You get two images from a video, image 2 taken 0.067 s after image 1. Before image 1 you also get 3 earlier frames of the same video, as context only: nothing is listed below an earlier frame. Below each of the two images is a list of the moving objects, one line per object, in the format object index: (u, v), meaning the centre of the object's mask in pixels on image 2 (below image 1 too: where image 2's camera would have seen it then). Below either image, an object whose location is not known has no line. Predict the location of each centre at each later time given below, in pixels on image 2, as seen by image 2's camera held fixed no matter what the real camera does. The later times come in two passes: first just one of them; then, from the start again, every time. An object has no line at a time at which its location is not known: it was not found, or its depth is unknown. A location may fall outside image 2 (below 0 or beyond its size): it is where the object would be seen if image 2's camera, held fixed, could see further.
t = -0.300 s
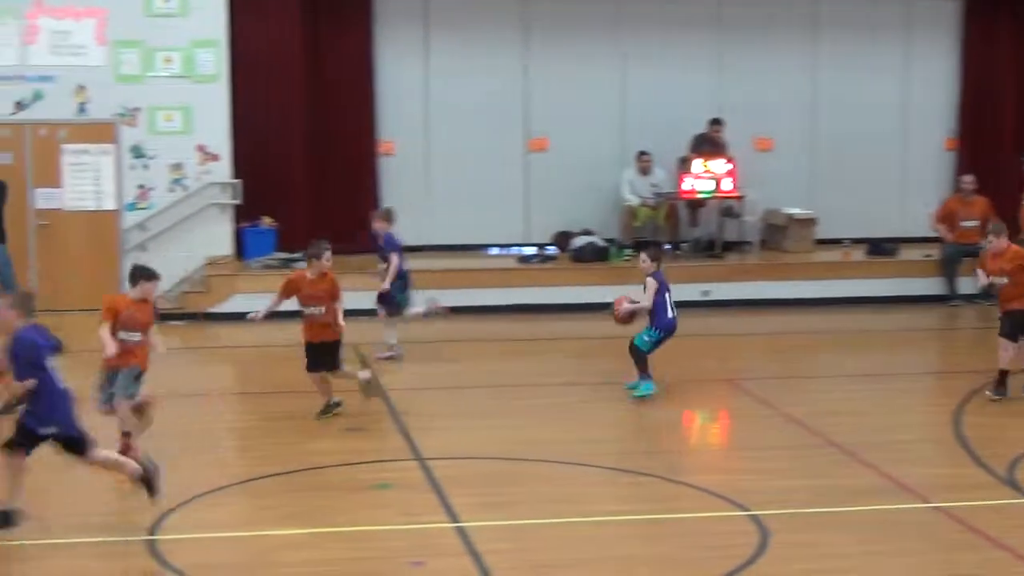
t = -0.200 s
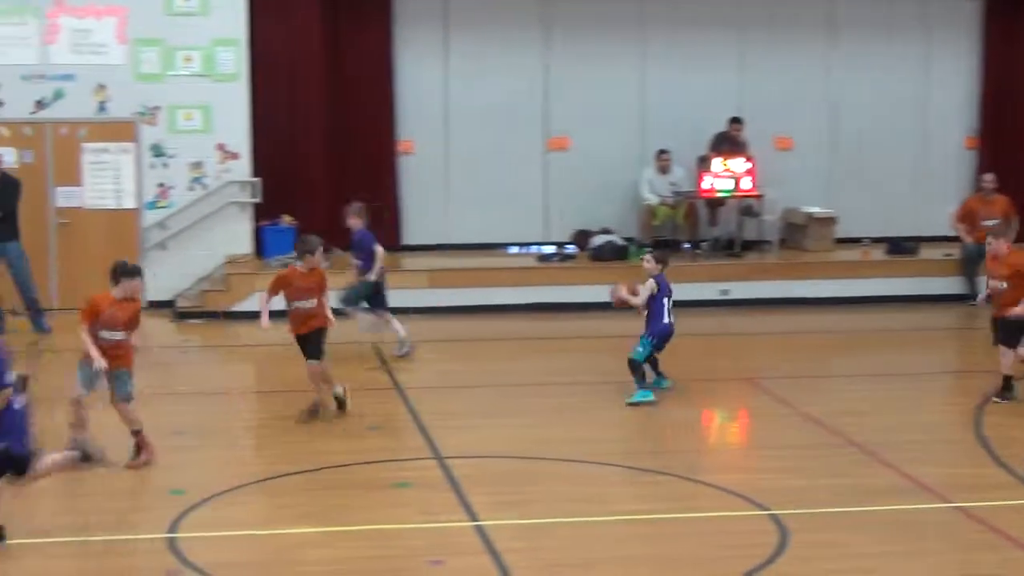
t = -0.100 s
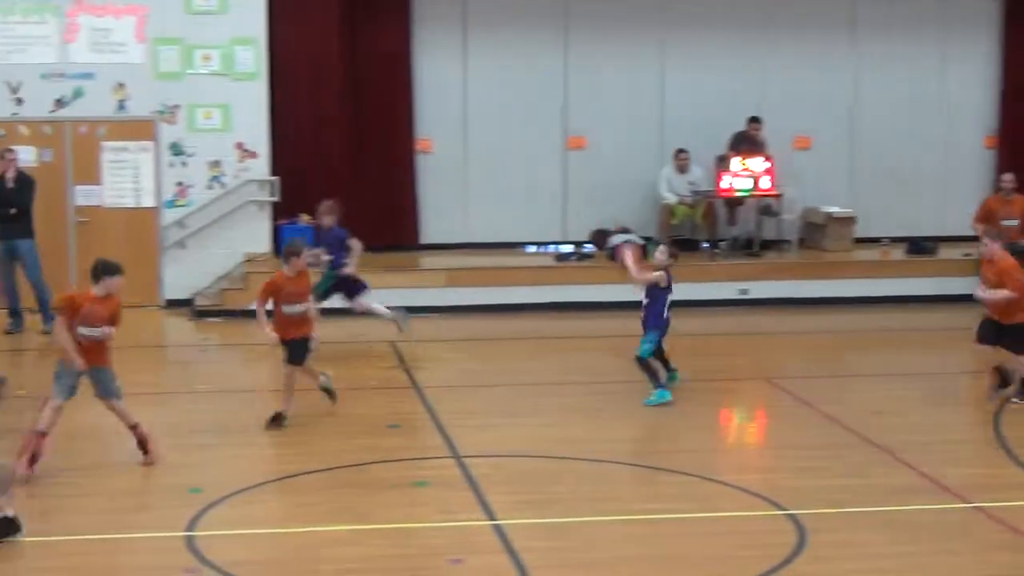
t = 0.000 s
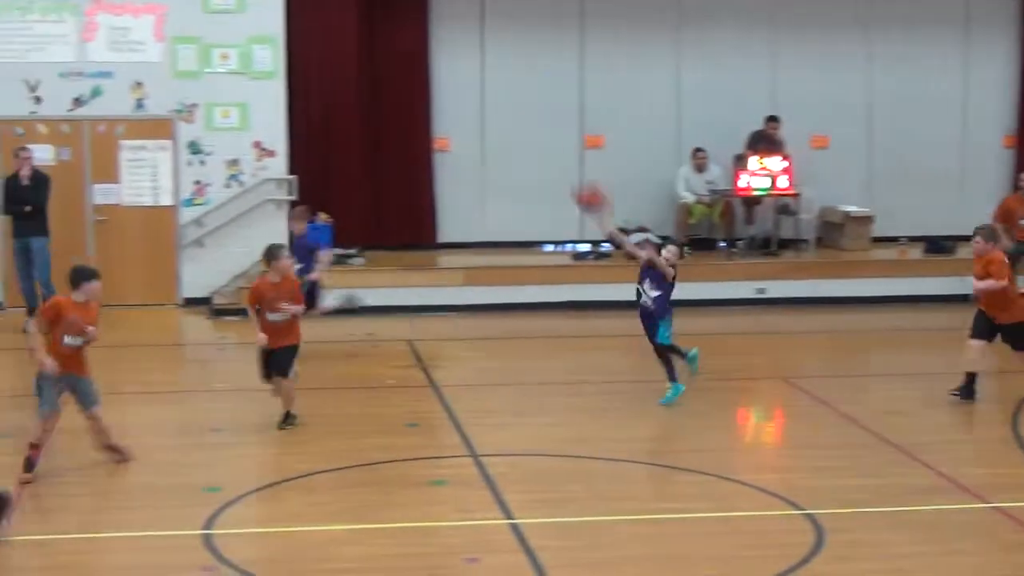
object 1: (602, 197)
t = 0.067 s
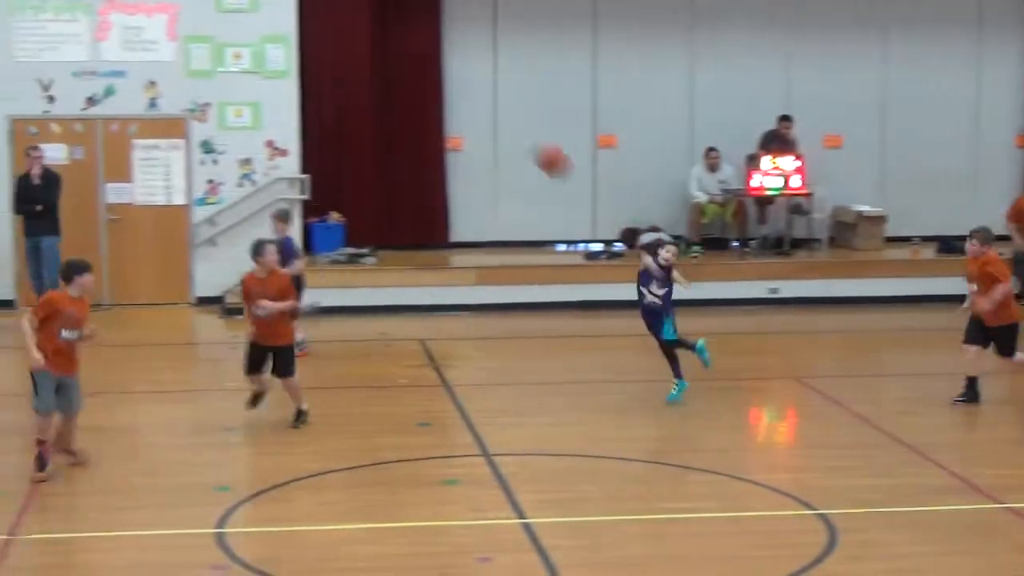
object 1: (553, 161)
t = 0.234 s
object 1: (413, 81)
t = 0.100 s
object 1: (527, 143)
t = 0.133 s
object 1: (499, 125)
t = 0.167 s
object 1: (471, 110)
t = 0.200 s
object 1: (439, 92)
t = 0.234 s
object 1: (413, 81)
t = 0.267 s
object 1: (383, 69)
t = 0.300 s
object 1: (353, 57)
